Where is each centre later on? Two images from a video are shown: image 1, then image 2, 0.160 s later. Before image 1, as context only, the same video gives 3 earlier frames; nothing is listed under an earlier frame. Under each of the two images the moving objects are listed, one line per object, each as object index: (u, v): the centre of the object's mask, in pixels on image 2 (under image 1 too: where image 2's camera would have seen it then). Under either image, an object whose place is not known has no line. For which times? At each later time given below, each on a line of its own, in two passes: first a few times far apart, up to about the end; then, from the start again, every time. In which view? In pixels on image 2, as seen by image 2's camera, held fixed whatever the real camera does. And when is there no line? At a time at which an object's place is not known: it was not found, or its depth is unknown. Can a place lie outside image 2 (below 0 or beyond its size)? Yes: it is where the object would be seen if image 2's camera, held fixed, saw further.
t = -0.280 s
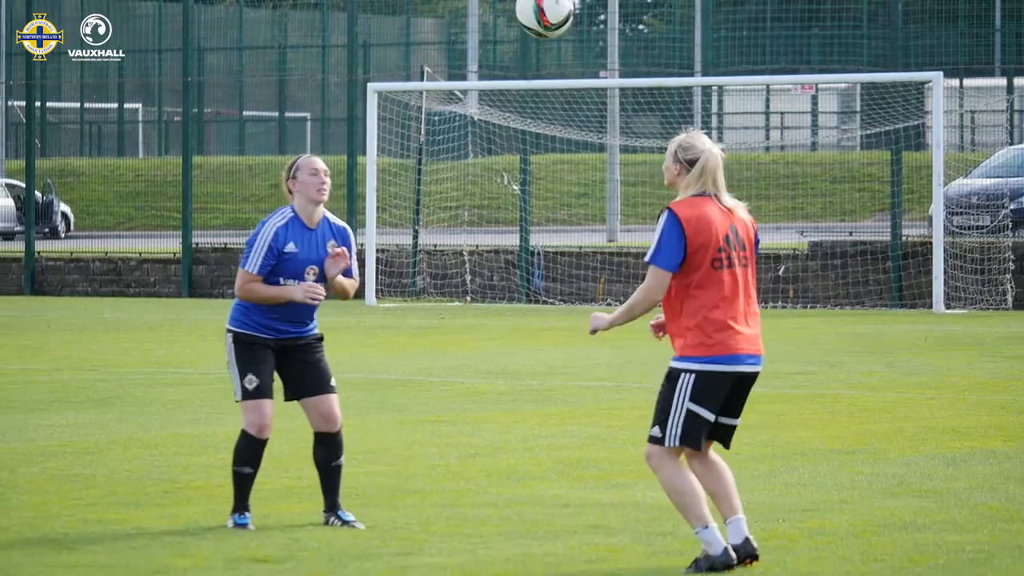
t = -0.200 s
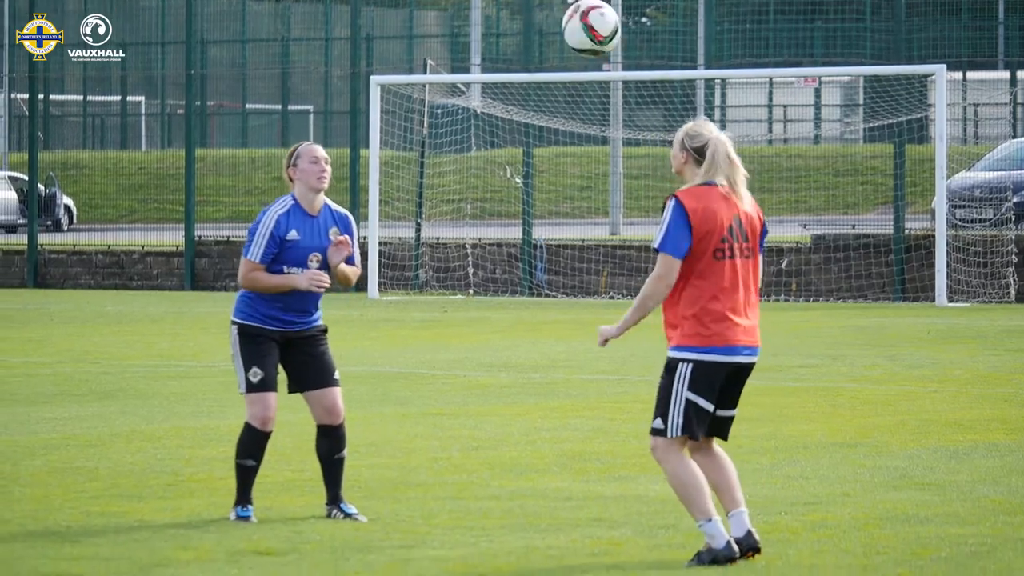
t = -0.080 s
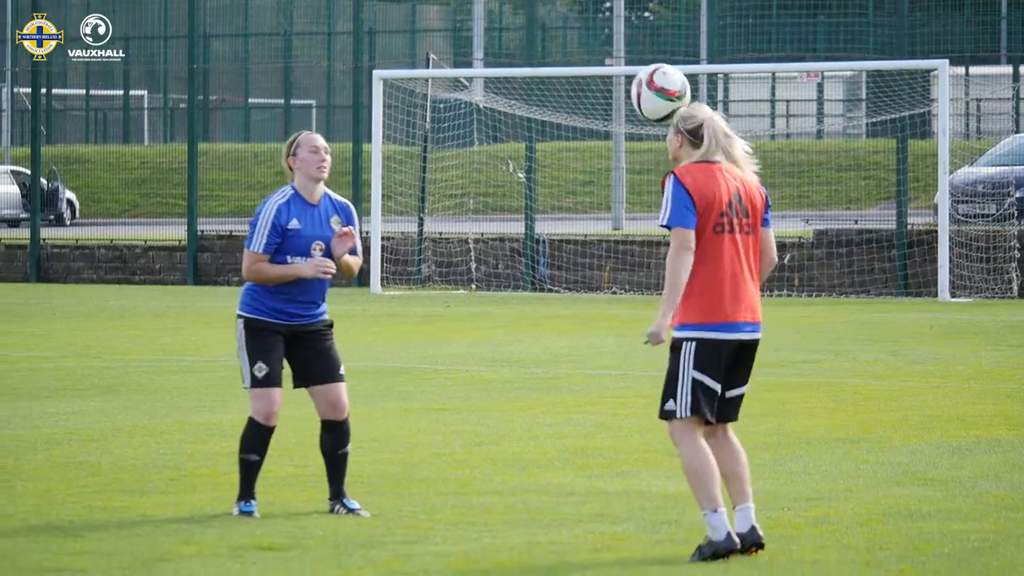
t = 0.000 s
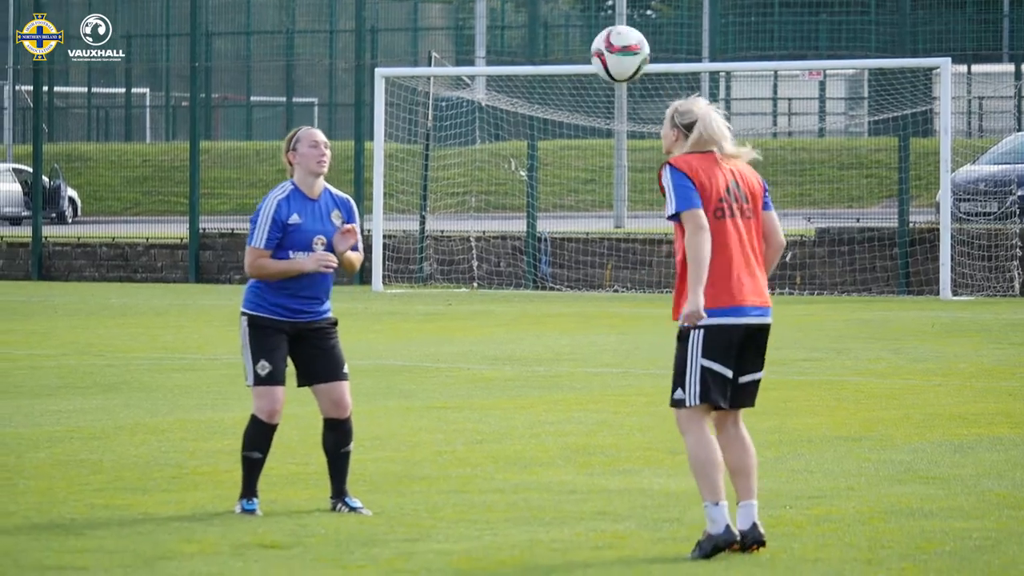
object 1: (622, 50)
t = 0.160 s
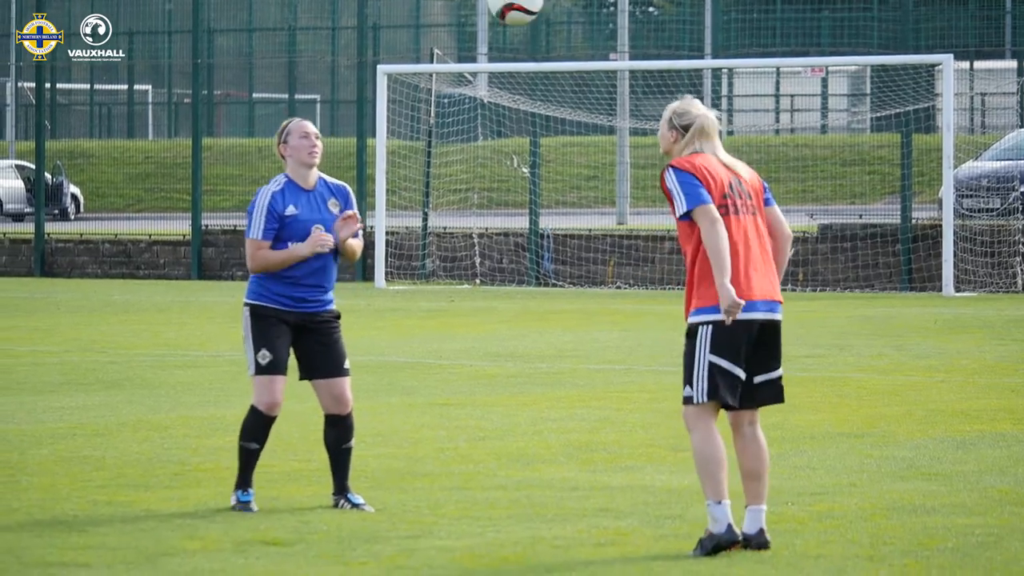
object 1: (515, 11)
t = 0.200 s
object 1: (490, 9)
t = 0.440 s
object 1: (342, 55)
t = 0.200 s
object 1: (490, 9)
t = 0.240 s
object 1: (465, 9)
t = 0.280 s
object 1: (440, 11)
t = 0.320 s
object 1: (414, 15)
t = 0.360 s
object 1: (389, 21)
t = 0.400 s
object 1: (365, 35)
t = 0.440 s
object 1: (342, 55)
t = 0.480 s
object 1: (318, 79)
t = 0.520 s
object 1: (295, 106)
